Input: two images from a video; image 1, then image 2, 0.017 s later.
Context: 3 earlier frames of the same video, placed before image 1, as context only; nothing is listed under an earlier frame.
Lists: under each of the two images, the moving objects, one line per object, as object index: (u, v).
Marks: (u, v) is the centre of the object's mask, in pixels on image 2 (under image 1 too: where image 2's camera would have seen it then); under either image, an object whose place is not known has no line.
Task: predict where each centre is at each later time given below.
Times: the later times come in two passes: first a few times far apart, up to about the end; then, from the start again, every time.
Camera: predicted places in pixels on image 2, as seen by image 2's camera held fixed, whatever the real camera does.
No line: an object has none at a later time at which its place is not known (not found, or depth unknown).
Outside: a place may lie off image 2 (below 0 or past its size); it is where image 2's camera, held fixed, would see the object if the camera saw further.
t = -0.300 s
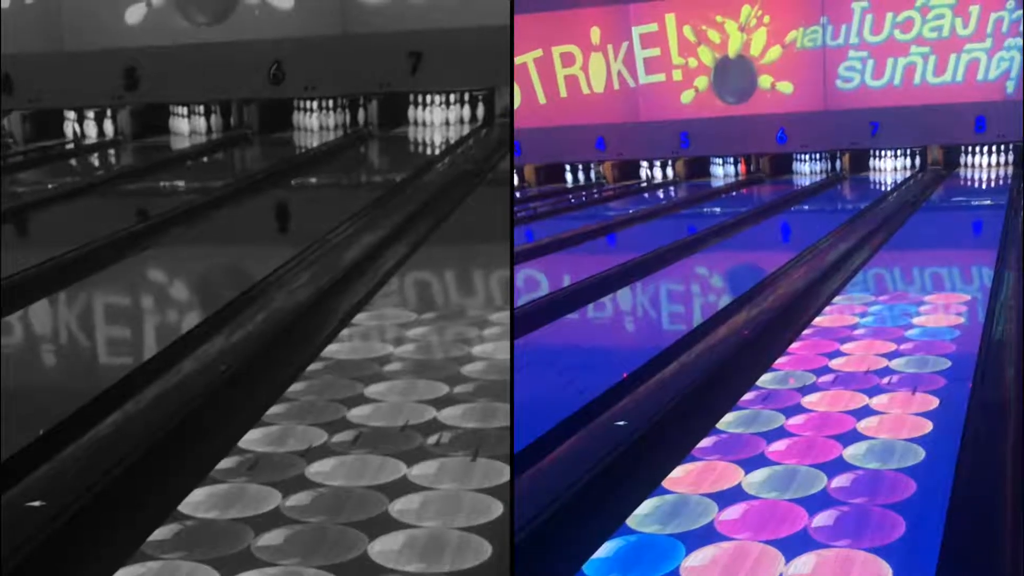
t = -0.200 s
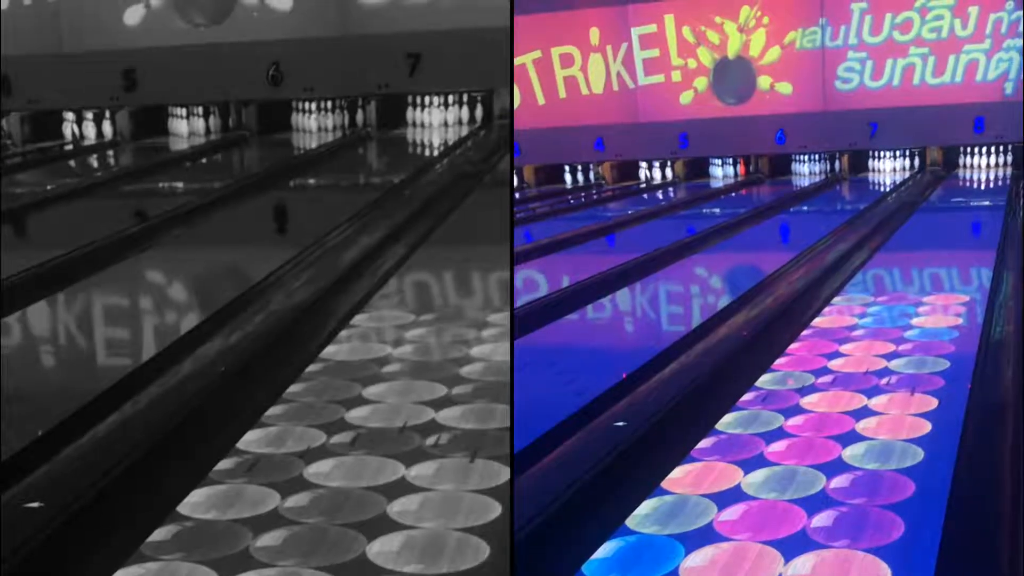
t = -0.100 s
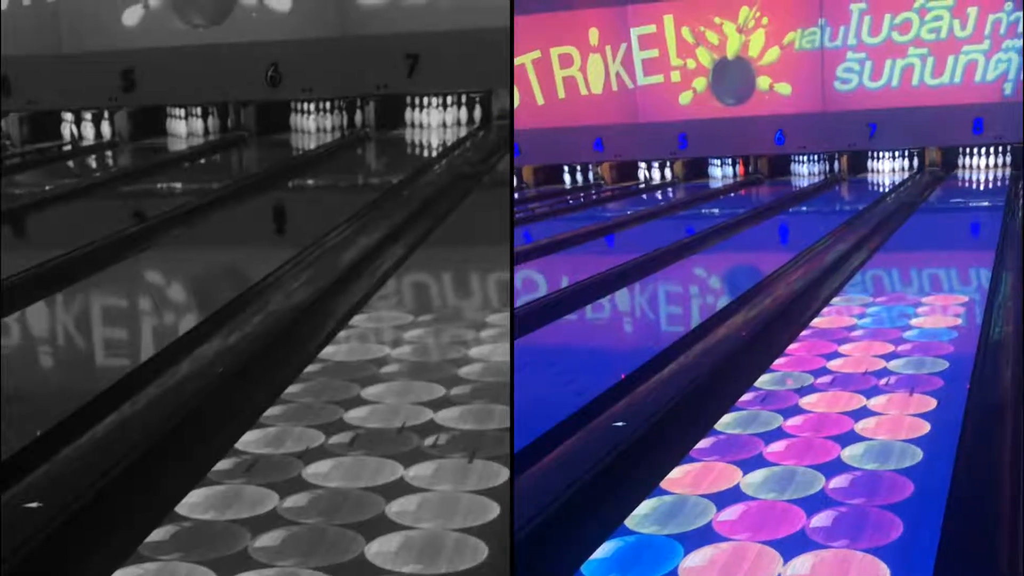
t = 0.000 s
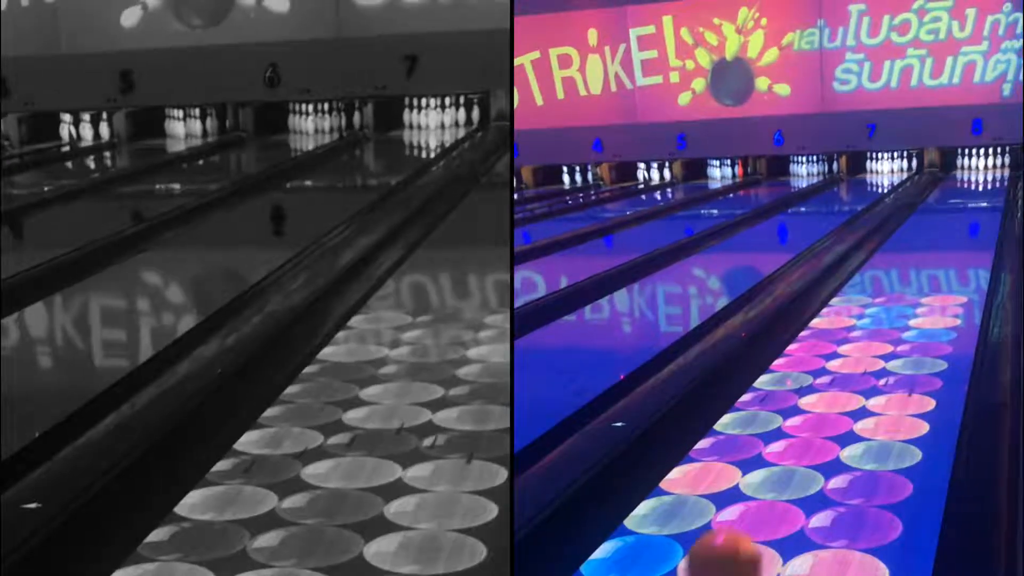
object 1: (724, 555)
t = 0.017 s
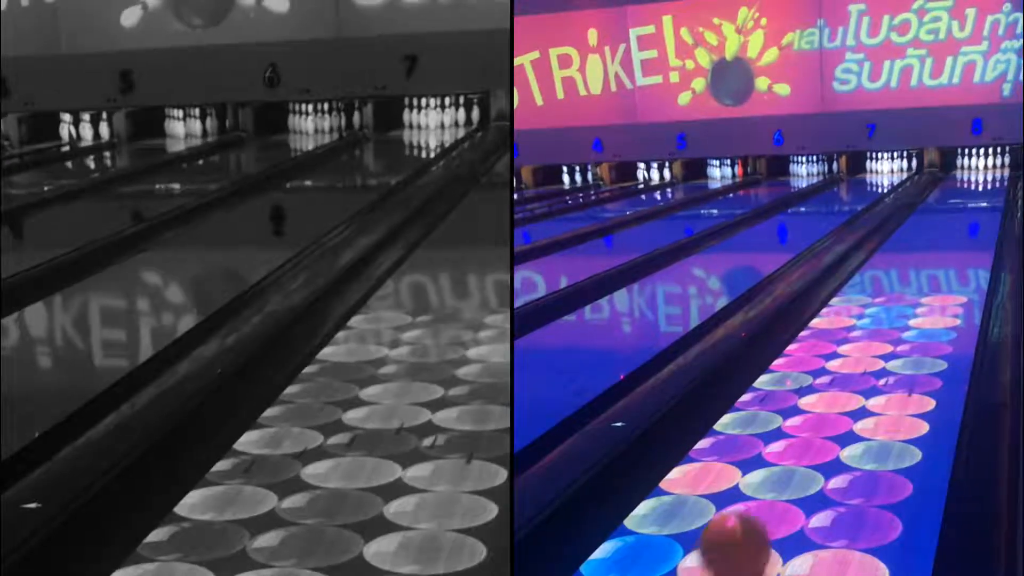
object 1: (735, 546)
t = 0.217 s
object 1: (820, 412)
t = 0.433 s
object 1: (865, 336)
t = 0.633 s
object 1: (889, 294)
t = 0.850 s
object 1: (908, 263)
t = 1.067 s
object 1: (922, 241)
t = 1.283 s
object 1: (934, 223)
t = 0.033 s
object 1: (745, 534)
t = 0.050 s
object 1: (754, 518)
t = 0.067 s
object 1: (763, 504)
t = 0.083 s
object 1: (771, 490)
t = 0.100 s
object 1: (778, 477)
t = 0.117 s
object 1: (786, 466)
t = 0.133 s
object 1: (792, 456)
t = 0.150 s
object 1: (798, 445)
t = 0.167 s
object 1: (804, 437)
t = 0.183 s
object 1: (809, 428)
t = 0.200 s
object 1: (815, 420)
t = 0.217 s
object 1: (820, 412)
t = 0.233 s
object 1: (824, 403)
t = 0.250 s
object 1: (828, 396)
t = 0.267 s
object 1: (832, 389)
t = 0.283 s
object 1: (836, 382)
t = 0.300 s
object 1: (840, 376)
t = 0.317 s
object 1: (844, 371)
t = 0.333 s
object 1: (847, 366)
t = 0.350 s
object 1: (852, 359)
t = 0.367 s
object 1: (854, 354)
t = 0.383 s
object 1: (857, 350)
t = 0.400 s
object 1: (860, 345)
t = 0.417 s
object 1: (862, 341)
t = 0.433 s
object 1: (865, 336)
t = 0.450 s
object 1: (868, 332)
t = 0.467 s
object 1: (870, 328)
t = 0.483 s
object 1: (873, 324)
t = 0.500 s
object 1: (875, 320)
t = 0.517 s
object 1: (876, 316)
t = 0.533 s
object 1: (879, 312)
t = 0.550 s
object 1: (880, 309)
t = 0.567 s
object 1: (882, 306)
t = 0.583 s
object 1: (884, 303)
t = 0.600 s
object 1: (886, 299)
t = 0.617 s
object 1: (888, 296)
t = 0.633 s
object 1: (889, 294)
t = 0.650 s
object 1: (891, 291)
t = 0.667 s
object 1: (893, 288)
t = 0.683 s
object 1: (894, 286)
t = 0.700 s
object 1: (896, 284)
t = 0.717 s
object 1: (898, 282)
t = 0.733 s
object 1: (899, 278)
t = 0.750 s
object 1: (900, 275)
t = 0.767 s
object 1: (902, 272)
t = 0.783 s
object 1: (904, 270)
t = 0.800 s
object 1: (904, 269)
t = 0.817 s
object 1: (906, 267)
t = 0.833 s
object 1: (907, 265)
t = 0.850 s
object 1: (908, 263)
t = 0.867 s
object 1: (909, 261)
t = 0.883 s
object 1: (911, 259)
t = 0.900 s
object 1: (912, 257)
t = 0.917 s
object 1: (913, 256)
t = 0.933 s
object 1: (914, 253)
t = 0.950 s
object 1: (915, 252)
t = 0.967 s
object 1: (916, 250)
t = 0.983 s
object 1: (917, 249)
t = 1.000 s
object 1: (918, 247)
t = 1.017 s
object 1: (920, 245)
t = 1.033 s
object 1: (920, 244)
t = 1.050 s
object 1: (921, 242)
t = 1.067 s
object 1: (922, 241)
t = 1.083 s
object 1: (923, 239)
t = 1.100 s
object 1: (925, 237)
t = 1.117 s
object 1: (926, 236)
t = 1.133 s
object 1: (926, 235)
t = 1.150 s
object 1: (928, 233)
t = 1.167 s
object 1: (928, 231)
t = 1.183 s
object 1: (930, 229)
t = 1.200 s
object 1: (930, 229)
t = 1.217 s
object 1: (930, 228)
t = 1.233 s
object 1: (931, 227)
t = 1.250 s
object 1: (932, 225)
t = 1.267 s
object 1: (933, 224)
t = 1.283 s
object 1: (934, 223)
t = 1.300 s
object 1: (934, 222)
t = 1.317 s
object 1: (935, 221)
